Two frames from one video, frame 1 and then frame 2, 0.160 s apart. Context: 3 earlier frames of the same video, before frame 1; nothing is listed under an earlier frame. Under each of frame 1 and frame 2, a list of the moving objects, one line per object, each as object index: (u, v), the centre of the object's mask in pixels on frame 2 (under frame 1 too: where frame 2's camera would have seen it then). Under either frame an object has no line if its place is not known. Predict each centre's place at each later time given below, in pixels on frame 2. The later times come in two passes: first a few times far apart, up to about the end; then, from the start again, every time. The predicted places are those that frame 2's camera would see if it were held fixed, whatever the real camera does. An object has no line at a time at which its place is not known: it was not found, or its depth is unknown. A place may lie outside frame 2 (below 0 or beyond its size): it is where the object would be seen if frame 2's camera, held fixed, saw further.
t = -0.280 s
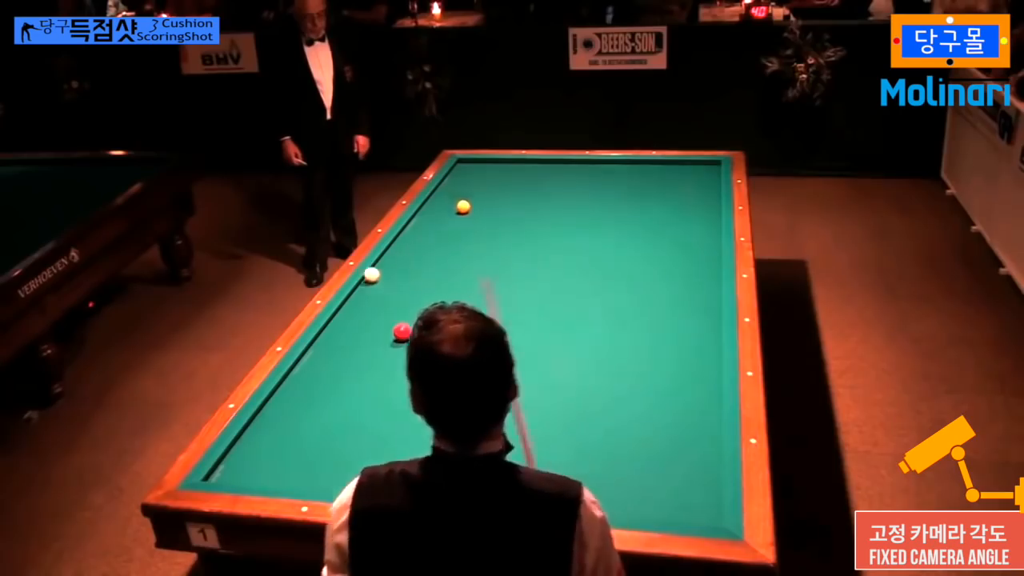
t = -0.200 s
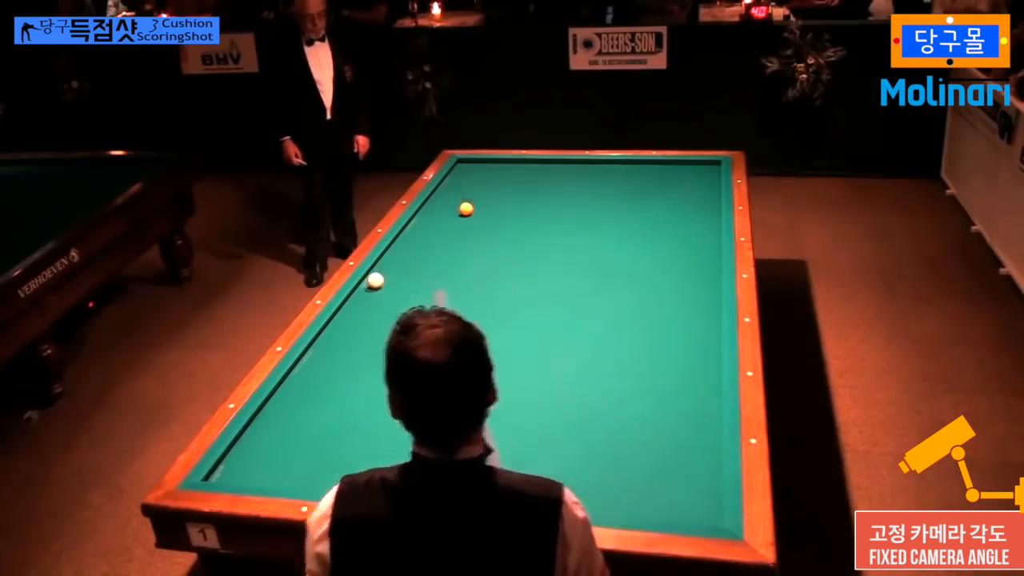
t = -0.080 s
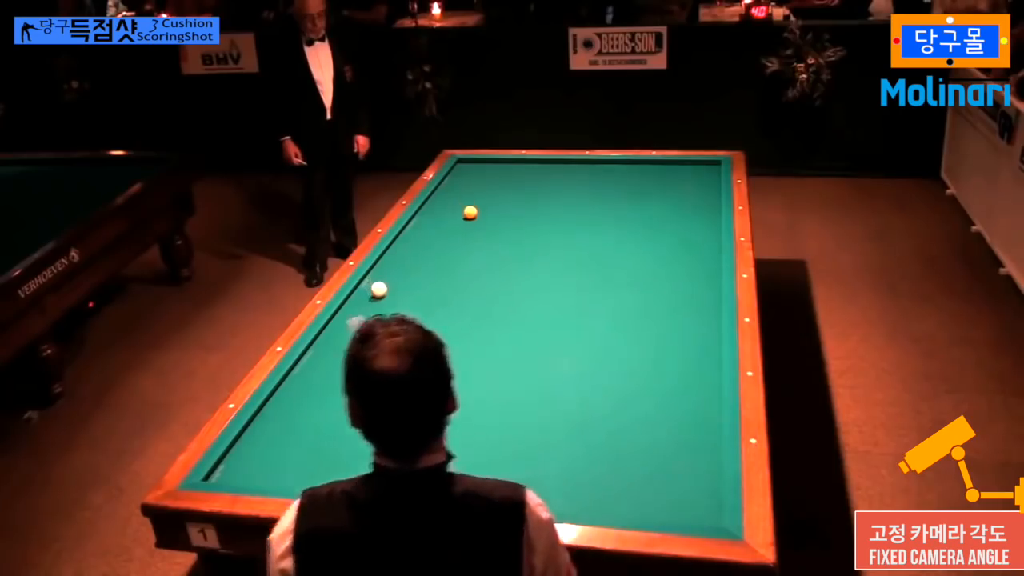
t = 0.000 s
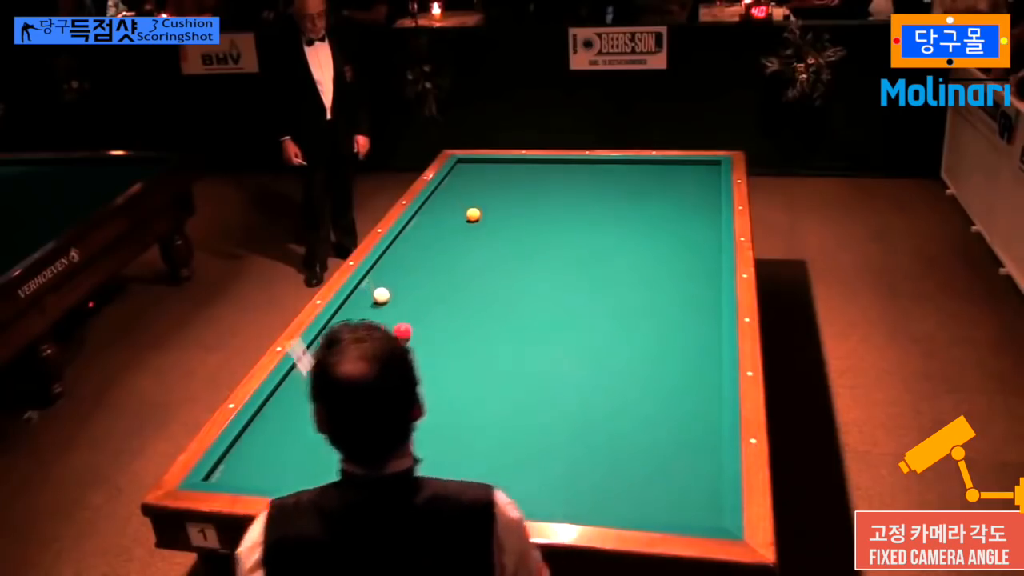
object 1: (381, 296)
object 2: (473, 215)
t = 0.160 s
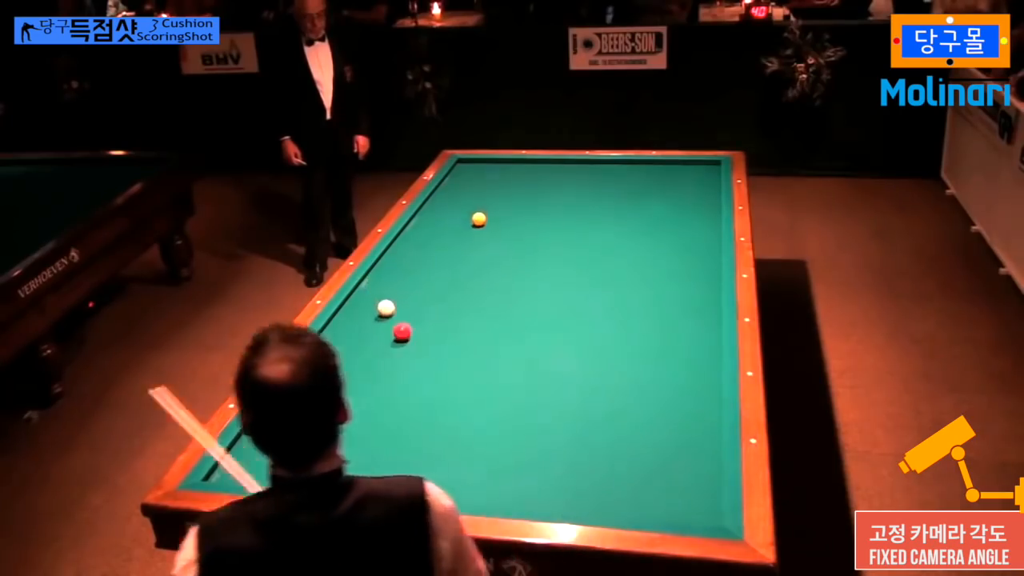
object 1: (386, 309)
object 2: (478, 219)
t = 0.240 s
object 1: (388, 315)
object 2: (481, 222)
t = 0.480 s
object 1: (389, 330)
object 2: (490, 229)
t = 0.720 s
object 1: (381, 339)
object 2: (499, 236)
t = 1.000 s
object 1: (373, 349)
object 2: (510, 244)
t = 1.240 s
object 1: (367, 358)
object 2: (519, 251)
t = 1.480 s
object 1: (360, 366)
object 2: (528, 258)
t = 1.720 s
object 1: (353, 375)
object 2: (537, 265)
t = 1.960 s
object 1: (347, 383)
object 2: (546, 272)
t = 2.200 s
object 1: (341, 391)
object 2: (555, 279)
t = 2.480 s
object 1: (335, 400)
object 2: (566, 287)
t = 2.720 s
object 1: (329, 408)
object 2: (575, 294)
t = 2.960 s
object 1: (324, 415)
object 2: (584, 301)
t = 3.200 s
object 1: (319, 422)
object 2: (593, 308)
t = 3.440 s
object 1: (315, 428)
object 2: (602, 315)
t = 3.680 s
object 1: (310, 434)
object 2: (611, 322)
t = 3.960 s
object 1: (305, 441)
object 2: (622, 329)
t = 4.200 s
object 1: (301, 446)
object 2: (631, 336)
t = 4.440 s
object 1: (298, 451)
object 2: (639, 342)
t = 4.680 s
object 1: (295, 455)
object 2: (648, 348)
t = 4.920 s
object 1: (293, 459)
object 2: (656, 354)
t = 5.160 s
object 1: (291, 462)
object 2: (664, 359)
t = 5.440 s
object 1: (288, 466)
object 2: (673, 365)
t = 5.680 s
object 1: (287, 468)
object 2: (680, 370)
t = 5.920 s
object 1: (286, 470)
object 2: (687, 375)
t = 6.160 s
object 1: (285, 471)
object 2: (694, 379)
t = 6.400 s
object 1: (285, 471)
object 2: (700, 383)
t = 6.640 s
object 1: (285, 471)
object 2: (706, 386)
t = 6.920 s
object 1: (285, 471)
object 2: (712, 390)
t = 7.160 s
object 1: (285, 472)
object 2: (710, 392)
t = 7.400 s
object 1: (285, 472)
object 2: (708, 393)
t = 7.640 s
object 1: (285, 472)
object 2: (706, 394)
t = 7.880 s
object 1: (285, 472)
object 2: (705, 395)
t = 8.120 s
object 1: (285, 472)
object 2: (705, 395)
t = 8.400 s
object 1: (285, 472)
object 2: (705, 395)
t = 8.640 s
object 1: (285, 472)
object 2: (705, 395)
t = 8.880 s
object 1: (285, 472)
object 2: (705, 395)
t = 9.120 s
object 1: (285, 472)
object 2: (705, 395)
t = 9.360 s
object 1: (285, 472)
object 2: (705, 395)
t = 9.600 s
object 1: (285, 471)
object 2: (704, 395)
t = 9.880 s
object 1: (285, 472)
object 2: (705, 395)
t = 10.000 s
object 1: (285, 471)
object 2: (705, 395)
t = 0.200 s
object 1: (387, 311)
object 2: (480, 221)
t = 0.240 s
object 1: (388, 315)
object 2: (481, 222)
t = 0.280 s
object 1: (389, 318)
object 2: (483, 223)
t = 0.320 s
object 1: (390, 321)
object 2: (484, 224)
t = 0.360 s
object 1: (391, 324)
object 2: (486, 225)
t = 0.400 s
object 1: (391, 326)
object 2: (487, 227)
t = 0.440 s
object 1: (390, 328)
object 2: (489, 228)
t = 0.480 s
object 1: (389, 330)
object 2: (490, 229)
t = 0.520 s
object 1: (387, 331)
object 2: (492, 230)
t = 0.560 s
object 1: (386, 333)
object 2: (493, 231)
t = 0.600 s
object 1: (385, 334)
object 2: (495, 232)
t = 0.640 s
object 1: (384, 336)
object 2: (496, 233)
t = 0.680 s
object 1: (383, 337)
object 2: (498, 235)
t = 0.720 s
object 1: (381, 339)
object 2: (499, 236)
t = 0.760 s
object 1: (380, 340)
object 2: (501, 237)
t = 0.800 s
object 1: (379, 342)
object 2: (502, 238)
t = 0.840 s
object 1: (378, 343)
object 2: (504, 239)
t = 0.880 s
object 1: (377, 344)
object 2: (505, 240)
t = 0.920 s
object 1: (376, 346)
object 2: (506, 241)
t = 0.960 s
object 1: (374, 348)
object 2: (508, 243)
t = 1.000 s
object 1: (373, 349)
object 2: (510, 244)
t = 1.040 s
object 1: (372, 351)
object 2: (511, 245)
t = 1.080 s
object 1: (371, 352)
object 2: (513, 246)
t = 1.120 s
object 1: (370, 353)
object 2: (514, 247)
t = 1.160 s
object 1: (369, 355)
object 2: (516, 248)
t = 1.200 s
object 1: (368, 356)
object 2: (517, 250)
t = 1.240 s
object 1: (367, 358)
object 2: (519, 251)
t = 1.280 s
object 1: (365, 359)
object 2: (520, 252)
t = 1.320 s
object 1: (364, 361)
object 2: (522, 253)
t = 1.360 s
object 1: (363, 362)
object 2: (523, 255)
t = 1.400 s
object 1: (362, 364)
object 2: (525, 256)
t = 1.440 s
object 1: (361, 365)
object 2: (526, 257)
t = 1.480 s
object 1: (360, 366)
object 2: (528, 258)
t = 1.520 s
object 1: (359, 368)
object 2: (529, 259)
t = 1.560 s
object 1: (357, 369)
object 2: (531, 260)
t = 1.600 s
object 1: (356, 371)
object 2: (532, 262)
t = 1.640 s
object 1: (355, 372)
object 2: (534, 263)
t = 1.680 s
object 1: (354, 374)
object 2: (535, 264)
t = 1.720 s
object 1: (353, 375)
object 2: (537, 265)
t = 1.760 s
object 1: (352, 376)
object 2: (538, 266)
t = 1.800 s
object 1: (351, 378)
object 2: (540, 267)
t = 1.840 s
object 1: (350, 379)
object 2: (541, 269)
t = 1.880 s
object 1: (349, 380)
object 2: (543, 270)
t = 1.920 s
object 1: (348, 382)
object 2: (544, 271)
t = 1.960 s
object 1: (347, 383)
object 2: (546, 272)
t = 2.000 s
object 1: (346, 384)
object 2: (548, 273)
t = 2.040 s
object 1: (345, 386)
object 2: (549, 275)
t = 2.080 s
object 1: (344, 387)
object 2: (551, 276)
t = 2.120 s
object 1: (343, 389)
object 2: (552, 277)
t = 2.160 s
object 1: (342, 390)
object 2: (554, 278)
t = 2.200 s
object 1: (341, 391)
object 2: (555, 279)
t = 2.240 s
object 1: (340, 393)
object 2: (557, 280)
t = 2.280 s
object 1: (339, 394)
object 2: (558, 282)
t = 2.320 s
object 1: (338, 395)
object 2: (560, 283)
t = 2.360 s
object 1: (337, 396)
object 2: (561, 284)
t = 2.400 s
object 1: (336, 398)
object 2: (563, 285)
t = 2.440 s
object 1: (335, 399)
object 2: (564, 286)
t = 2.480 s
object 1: (335, 400)
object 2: (566, 287)
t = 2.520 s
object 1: (334, 401)
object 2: (568, 288)
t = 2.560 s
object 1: (333, 403)
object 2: (569, 290)
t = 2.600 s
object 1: (332, 404)
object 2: (571, 291)
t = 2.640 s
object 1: (331, 405)
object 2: (572, 292)
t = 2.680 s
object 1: (330, 406)
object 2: (573, 293)
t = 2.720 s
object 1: (329, 408)
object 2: (575, 294)
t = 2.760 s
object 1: (328, 409)
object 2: (577, 295)
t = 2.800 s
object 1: (328, 410)
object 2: (578, 297)
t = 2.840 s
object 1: (327, 411)
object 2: (580, 298)
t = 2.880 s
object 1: (326, 412)
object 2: (581, 299)
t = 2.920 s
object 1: (325, 414)
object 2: (583, 300)
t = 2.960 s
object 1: (324, 415)
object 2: (584, 301)
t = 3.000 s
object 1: (324, 416)
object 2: (586, 302)
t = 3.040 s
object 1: (323, 417)
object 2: (587, 304)
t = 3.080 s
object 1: (322, 418)
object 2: (589, 305)
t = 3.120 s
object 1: (321, 419)
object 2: (590, 306)
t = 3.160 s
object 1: (320, 420)
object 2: (592, 307)
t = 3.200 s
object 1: (319, 422)
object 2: (593, 308)
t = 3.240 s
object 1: (319, 423)
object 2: (595, 309)
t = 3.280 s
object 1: (318, 424)
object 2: (596, 310)
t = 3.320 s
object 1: (317, 425)
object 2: (598, 312)
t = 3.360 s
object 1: (317, 426)
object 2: (599, 313)
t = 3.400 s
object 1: (316, 427)
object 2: (601, 314)
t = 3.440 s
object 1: (315, 428)
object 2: (602, 315)
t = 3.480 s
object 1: (314, 429)
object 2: (604, 316)
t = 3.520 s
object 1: (313, 430)
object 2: (605, 317)
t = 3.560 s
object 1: (313, 431)
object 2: (607, 318)
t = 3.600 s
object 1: (312, 432)
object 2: (608, 319)
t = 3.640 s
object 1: (311, 433)
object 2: (610, 320)
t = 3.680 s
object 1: (310, 434)
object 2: (611, 322)
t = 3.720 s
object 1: (309, 435)
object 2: (613, 323)
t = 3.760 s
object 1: (309, 436)
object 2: (614, 324)
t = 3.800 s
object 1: (308, 437)
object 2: (616, 325)
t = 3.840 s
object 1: (307, 438)
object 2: (617, 326)
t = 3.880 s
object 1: (307, 439)
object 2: (619, 327)
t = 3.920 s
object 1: (306, 440)
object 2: (620, 328)
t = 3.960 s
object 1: (305, 441)
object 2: (622, 329)
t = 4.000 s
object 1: (305, 442)
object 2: (624, 330)
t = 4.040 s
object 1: (304, 443)
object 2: (625, 331)
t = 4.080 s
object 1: (303, 444)
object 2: (626, 333)
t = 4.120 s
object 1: (303, 444)
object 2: (628, 334)
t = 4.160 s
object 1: (302, 445)
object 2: (629, 335)
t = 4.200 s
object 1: (301, 446)
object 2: (631, 336)
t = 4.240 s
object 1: (301, 447)
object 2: (632, 337)
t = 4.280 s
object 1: (300, 448)
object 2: (633, 338)
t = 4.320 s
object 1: (300, 448)
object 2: (635, 339)
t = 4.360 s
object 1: (299, 449)
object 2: (637, 340)
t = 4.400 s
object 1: (299, 450)
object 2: (638, 341)
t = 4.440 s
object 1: (298, 451)
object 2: (639, 342)
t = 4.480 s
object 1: (298, 452)
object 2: (641, 343)
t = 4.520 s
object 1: (297, 453)
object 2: (642, 344)
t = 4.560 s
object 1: (296, 453)
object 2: (644, 345)
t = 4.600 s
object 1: (296, 454)
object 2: (645, 346)
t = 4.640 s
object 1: (296, 455)
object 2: (647, 347)
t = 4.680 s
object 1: (295, 455)
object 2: (648, 348)
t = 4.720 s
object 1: (295, 456)
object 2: (649, 349)
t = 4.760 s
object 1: (294, 457)
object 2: (651, 350)
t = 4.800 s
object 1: (294, 457)
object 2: (652, 351)
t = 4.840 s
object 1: (293, 458)
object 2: (653, 352)
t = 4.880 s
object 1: (293, 459)
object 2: (655, 353)
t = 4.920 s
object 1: (293, 459)
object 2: (656, 354)
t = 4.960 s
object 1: (292, 460)
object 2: (658, 355)
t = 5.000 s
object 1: (292, 460)
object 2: (659, 355)
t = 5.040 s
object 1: (291, 461)
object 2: (660, 356)
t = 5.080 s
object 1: (291, 461)
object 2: (662, 357)
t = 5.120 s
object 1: (291, 462)
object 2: (663, 358)
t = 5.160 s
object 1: (291, 462)
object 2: (664, 359)
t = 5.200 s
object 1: (290, 463)
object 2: (666, 360)
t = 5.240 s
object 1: (290, 464)
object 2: (667, 361)
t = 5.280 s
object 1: (290, 464)
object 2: (668, 362)
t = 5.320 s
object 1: (289, 464)
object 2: (669, 363)
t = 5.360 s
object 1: (289, 465)
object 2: (671, 364)
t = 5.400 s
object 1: (289, 465)
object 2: (672, 364)
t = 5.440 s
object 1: (288, 466)
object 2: (673, 365)
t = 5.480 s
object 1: (288, 466)
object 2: (674, 366)
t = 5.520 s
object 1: (288, 467)
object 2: (676, 367)
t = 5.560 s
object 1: (288, 467)
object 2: (677, 368)
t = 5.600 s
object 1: (287, 467)
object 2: (678, 369)
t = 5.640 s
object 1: (287, 467)
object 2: (679, 369)
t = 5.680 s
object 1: (287, 468)
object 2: (680, 370)
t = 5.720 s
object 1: (287, 468)
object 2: (681, 371)
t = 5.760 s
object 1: (287, 469)
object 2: (683, 372)
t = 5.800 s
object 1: (286, 469)
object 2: (684, 372)
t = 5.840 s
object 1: (286, 469)
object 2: (685, 373)
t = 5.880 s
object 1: (286, 469)
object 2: (686, 374)
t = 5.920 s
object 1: (286, 470)
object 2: (687, 375)
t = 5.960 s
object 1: (286, 470)
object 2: (689, 375)
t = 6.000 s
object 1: (286, 470)
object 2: (690, 376)
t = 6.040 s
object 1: (286, 470)
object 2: (691, 377)
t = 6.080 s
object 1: (286, 471)
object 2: (692, 377)
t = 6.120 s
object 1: (286, 471)
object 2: (693, 378)
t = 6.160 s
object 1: (285, 471)
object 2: (694, 379)
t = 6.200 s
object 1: (285, 471)
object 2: (695, 379)
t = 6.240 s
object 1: (285, 471)
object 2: (696, 380)
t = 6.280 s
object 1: (285, 471)
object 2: (697, 381)
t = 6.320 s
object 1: (285, 471)
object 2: (698, 381)
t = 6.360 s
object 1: (285, 471)
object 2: (699, 382)
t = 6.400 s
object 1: (285, 471)
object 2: (700, 383)
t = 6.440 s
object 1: (285, 471)
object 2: (701, 383)
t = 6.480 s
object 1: (285, 471)
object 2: (702, 384)
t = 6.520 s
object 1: (285, 471)
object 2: (703, 384)
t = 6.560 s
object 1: (285, 471)
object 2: (704, 385)
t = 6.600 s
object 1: (285, 471)
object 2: (705, 386)
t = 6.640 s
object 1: (285, 471)
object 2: (706, 386)
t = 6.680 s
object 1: (285, 471)
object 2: (707, 387)
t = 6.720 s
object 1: (285, 471)
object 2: (708, 387)
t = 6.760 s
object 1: (285, 471)
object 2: (708, 388)
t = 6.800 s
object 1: (285, 471)
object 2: (709, 388)
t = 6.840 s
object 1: (285, 471)
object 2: (710, 389)
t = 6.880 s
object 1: (285, 471)
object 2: (711, 389)
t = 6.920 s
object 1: (285, 471)
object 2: (712, 390)
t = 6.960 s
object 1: (285, 472)
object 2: (712, 390)
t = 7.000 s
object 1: (285, 472)
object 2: (711, 391)
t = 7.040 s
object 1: (285, 472)
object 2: (711, 391)
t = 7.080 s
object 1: (285, 472)
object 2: (711, 391)
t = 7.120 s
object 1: (285, 472)
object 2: (710, 391)
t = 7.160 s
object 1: (285, 472)
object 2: (710, 392)
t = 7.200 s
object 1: (285, 472)
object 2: (710, 392)
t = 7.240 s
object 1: (285, 472)
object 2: (709, 392)
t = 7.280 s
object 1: (285, 472)
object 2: (709, 392)
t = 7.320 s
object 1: (285, 472)
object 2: (708, 392)
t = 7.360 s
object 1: (285, 472)
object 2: (708, 393)
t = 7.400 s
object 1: (285, 472)
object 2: (708, 393)
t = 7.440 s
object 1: (285, 472)
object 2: (707, 393)
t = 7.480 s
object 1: (285, 472)
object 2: (707, 393)
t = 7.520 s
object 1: (285, 472)
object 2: (707, 393)
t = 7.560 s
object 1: (285, 472)
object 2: (707, 393)
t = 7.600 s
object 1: (285, 472)
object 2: (706, 394)
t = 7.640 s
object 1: (285, 472)
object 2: (706, 394)
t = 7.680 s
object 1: (285, 472)
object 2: (706, 394)
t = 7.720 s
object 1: (285, 472)
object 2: (706, 394)
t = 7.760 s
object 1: (285, 472)
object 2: (706, 394)
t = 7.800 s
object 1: (285, 472)
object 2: (706, 394)
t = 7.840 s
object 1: (285, 472)
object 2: (705, 395)
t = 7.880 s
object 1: (285, 472)
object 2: (705, 395)
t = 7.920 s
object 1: (285, 472)
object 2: (705, 395)
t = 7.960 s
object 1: (285, 472)
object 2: (705, 395)
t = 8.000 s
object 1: (285, 472)
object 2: (705, 395)
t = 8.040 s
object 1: (285, 472)
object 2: (705, 395)
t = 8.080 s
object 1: (285, 472)
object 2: (705, 395)
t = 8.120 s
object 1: (285, 472)
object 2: (705, 395)
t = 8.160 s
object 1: (285, 472)
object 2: (705, 395)
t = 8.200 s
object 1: (285, 472)
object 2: (705, 395)
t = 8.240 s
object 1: (285, 472)
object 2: (705, 395)
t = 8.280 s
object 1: (285, 472)
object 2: (705, 395)
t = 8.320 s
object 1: (285, 472)
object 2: (705, 395)
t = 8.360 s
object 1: (285, 472)
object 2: (705, 395)
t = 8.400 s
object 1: (285, 472)
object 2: (705, 395)
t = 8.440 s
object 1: (285, 472)
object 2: (705, 395)
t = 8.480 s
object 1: (285, 472)
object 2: (705, 395)
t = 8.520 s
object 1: (285, 472)
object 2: (705, 395)
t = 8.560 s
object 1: (285, 472)
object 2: (705, 395)
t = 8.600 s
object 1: (285, 472)
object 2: (705, 395)
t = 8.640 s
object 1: (285, 472)
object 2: (705, 395)
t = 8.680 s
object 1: (285, 472)
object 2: (705, 395)
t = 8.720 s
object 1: (285, 472)
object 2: (705, 395)
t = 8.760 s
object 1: (285, 472)
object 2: (705, 395)
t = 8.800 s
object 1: (285, 472)
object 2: (705, 395)
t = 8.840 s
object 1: (285, 472)
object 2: (705, 395)
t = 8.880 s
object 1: (285, 472)
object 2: (705, 395)
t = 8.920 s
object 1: (285, 472)
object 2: (705, 395)
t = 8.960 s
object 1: (285, 472)
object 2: (705, 395)
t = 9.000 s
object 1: (285, 472)
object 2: (705, 395)
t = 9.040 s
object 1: (285, 472)
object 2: (705, 395)
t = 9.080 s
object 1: (285, 472)
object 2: (705, 395)
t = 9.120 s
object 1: (285, 472)
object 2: (705, 395)
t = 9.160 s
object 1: (285, 471)
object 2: (705, 395)
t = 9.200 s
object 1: (285, 471)
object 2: (705, 395)
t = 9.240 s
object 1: (285, 471)
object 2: (705, 395)
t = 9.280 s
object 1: (285, 471)
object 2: (705, 395)
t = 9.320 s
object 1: (285, 472)
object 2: (705, 395)
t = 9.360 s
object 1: (285, 472)
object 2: (705, 395)
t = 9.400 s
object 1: (285, 472)
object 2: (705, 395)
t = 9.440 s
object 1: (285, 472)
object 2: (705, 395)
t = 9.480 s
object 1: (285, 472)
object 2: (705, 395)
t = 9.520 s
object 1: (285, 472)
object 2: (705, 395)
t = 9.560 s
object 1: (285, 472)
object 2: (704, 395)
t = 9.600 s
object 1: (285, 471)
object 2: (704, 395)
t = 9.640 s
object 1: (285, 471)
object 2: (704, 395)
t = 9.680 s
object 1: (285, 471)
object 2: (704, 395)
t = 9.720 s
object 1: (285, 471)
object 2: (705, 395)
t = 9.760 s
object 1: (285, 472)
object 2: (704, 395)
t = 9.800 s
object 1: (285, 471)
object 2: (705, 395)
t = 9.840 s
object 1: (285, 471)
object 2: (705, 395)
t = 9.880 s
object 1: (285, 472)
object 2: (705, 395)
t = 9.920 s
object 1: (285, 472)
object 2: (705, 395)
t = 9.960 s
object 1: (285, 472)
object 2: (705, 395)
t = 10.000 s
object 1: (285, 471)
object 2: (705, 395)
